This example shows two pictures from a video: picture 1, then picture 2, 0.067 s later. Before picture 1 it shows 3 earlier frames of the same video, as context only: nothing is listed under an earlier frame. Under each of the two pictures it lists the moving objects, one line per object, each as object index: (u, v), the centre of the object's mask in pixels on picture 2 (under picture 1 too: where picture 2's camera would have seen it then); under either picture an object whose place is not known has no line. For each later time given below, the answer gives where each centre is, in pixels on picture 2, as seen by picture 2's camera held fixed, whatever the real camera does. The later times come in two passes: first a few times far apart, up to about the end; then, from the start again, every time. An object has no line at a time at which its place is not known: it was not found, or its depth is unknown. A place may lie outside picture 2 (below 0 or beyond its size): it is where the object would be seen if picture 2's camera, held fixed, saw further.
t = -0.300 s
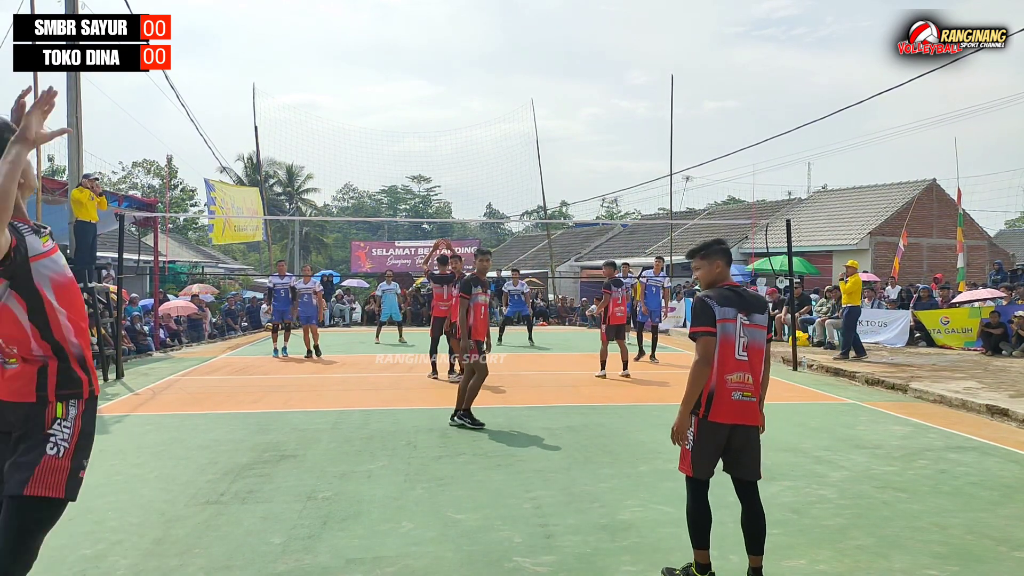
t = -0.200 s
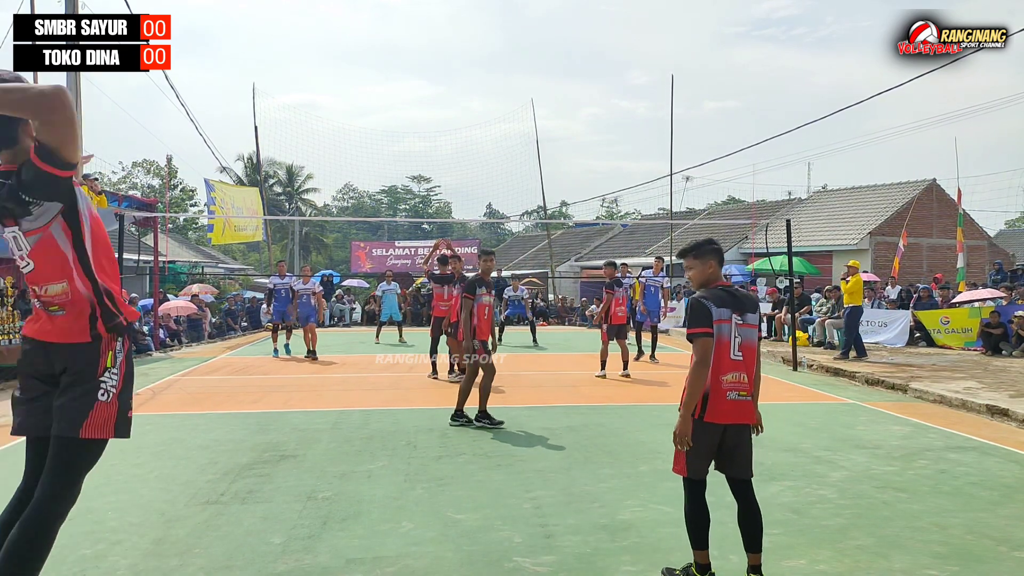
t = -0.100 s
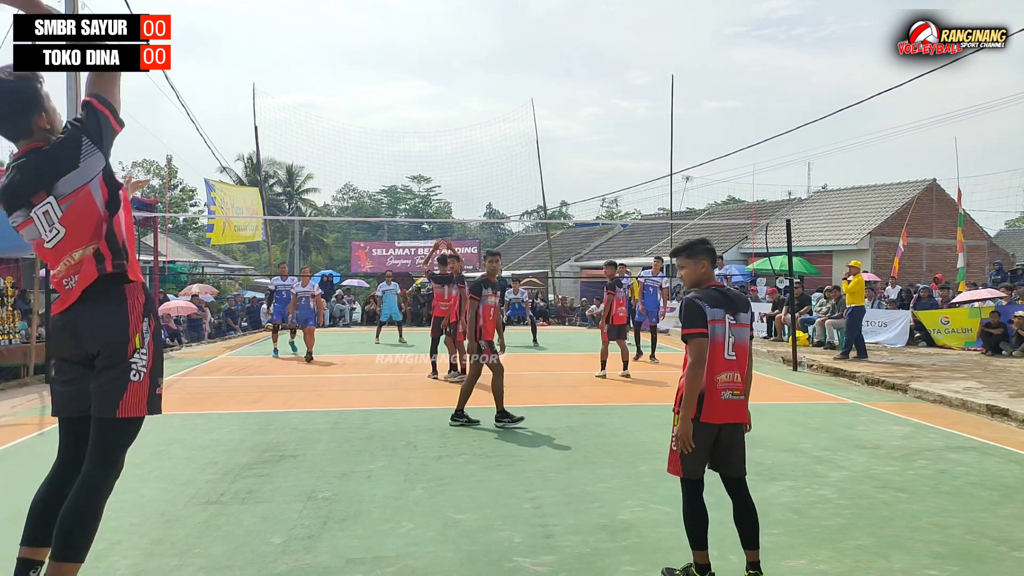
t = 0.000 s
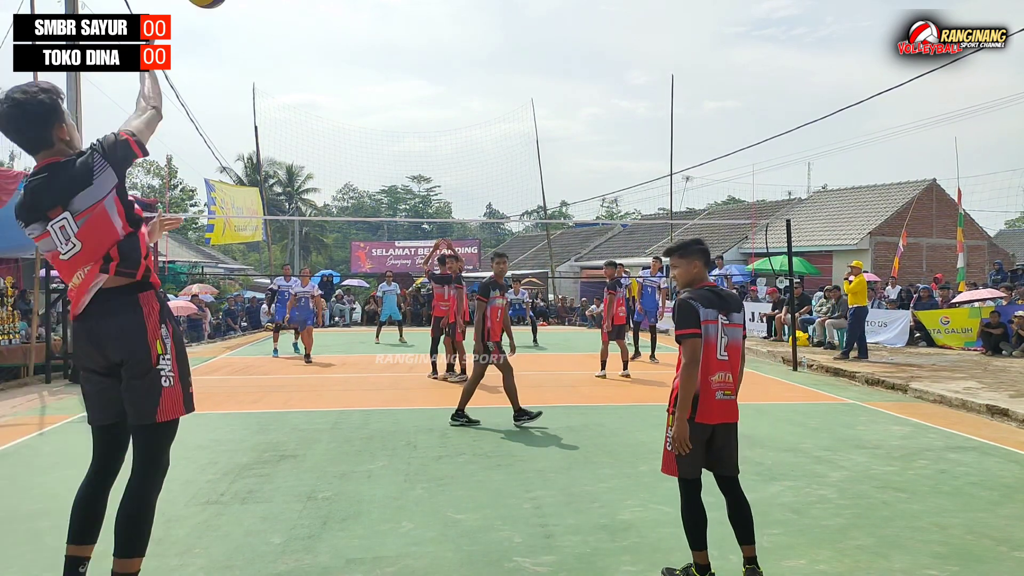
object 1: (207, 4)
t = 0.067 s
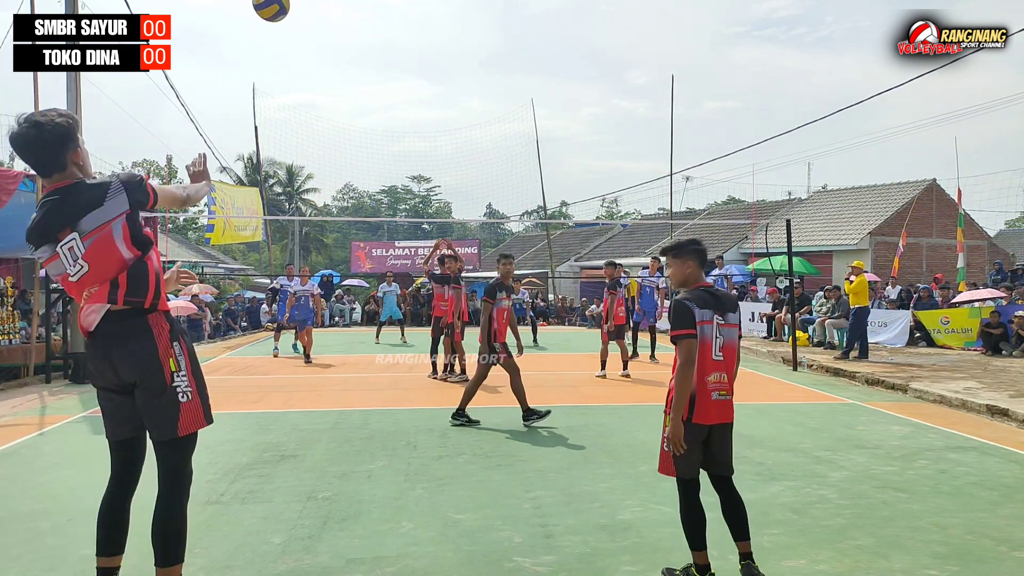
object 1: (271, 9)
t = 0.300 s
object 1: (371, 60)
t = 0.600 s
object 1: (420, 141)
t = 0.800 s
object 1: (441, 197)
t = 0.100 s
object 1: (294, 13)
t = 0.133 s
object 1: (313, 19)
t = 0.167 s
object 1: (329, 27)
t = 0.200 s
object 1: (342, 35)
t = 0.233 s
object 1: (353, 44)
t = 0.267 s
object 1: (363, 52)
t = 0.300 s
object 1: (371, 60)
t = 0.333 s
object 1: (379, 69)
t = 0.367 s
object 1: (385, 78)
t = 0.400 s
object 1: (391, 86)
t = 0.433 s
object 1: (397, 95)
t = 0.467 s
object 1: (402, 104)
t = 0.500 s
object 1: (407, 113)
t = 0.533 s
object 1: (412, 122)
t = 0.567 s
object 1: (416, 132)
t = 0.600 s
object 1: (420, 141)
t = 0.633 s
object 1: (424, 150)
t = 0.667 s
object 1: (428, 160)
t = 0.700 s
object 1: (431, 169)
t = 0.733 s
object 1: (435, 179)
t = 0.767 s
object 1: (438, 188)
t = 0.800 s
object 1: (441, 197)
